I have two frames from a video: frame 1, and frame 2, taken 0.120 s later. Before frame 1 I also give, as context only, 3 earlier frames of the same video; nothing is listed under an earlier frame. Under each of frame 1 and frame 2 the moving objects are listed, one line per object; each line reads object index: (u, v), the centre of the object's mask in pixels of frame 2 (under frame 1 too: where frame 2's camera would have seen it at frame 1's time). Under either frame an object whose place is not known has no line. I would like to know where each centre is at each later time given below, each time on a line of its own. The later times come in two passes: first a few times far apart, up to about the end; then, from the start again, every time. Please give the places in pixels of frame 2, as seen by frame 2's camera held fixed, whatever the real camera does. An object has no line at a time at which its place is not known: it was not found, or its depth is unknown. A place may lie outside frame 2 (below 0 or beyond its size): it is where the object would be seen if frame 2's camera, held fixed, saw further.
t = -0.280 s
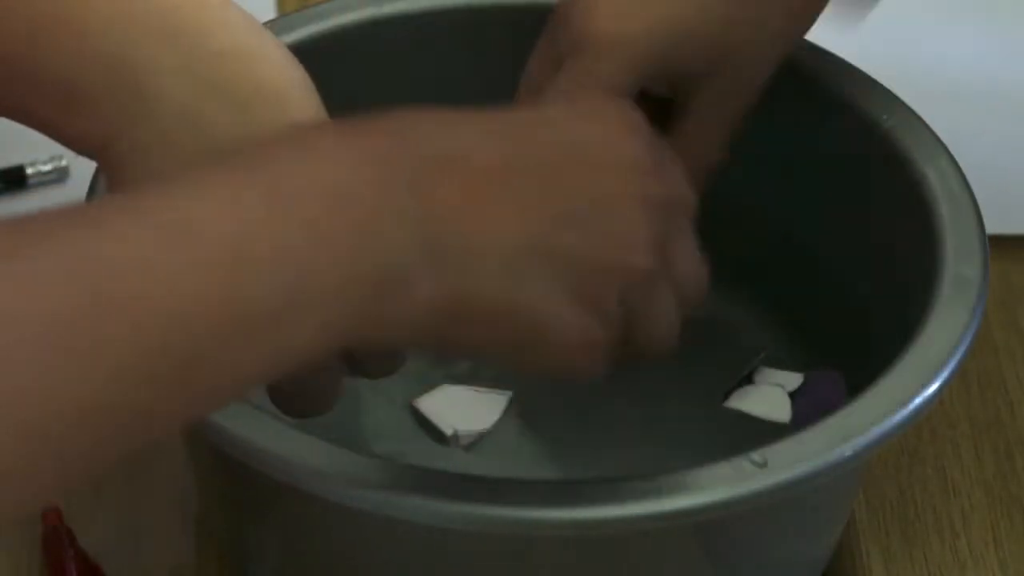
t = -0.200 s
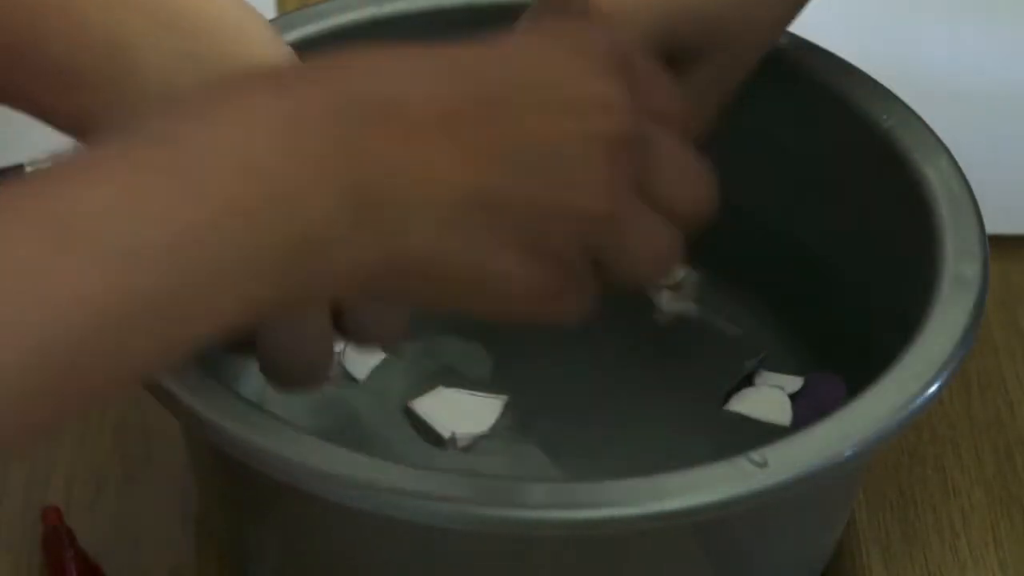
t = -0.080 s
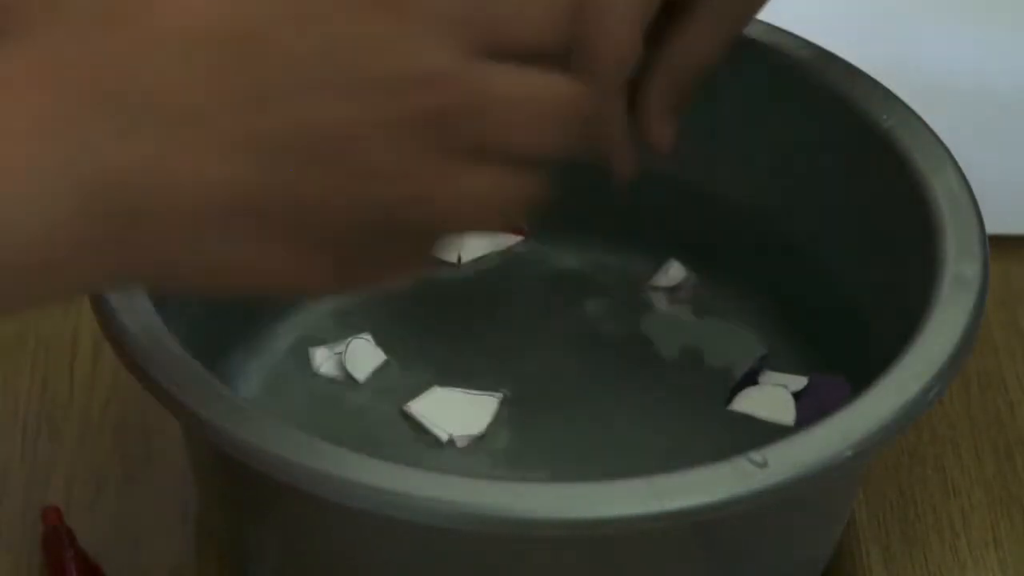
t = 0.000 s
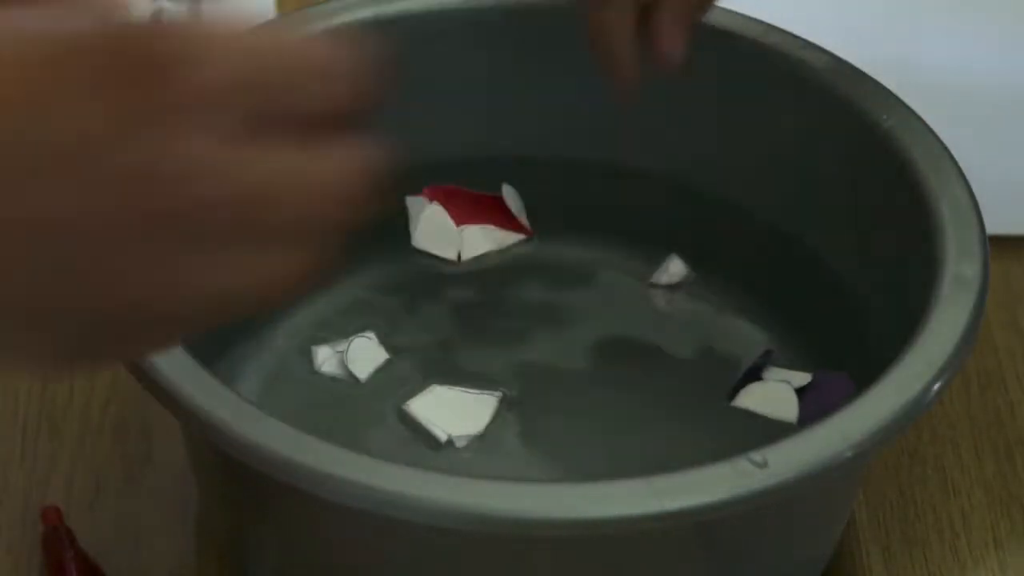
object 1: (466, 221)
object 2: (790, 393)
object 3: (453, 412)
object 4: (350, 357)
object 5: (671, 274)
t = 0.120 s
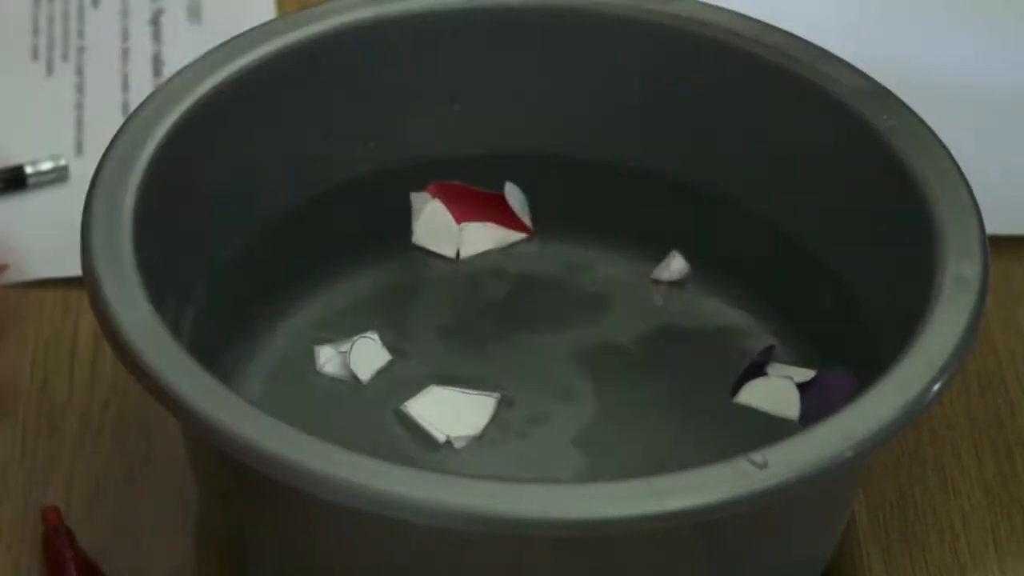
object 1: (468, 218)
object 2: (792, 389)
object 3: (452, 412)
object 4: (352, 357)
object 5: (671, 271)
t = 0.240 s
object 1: (466, 223)
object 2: (791, 391)
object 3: (447, 413)
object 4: (352, 359)
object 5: (668, 275)
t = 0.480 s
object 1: (464, 224)
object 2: (795, 388)
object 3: (440, 413)
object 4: (353, 360)
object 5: (662, 279)
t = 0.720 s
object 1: (470, 222)
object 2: (803, 381)
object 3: (440, 414)
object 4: (359, 361)
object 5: (659, 275)
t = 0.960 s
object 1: (465, 230)
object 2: (801, 384)
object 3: (432, 416)
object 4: (356, 366)
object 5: (650, 284)
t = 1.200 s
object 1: (471, 220)
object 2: (804, 375)
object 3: (432, 415)
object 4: (363, 361)
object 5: (651, 271)
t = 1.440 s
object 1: (466, 231)
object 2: (801, 379)
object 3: (428, 418)
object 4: (362, 371)
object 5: (643, 281)
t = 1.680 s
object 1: (468, 224)
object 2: (803, 376)
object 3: (425, 417)
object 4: (367, 369)
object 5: (639, 275)
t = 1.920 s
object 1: (468, 230)
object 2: (804, 376)
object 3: (425, 422)
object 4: (372, 376)
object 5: (638, 279)
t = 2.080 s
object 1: (463, 230)
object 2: (803, 377)
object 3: (421, 418)
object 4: (369, 374)
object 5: (632, 283)
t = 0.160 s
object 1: (467, 218)
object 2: (792, 389)
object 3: (451, 412)
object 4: (353, 358)
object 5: (671, 272)
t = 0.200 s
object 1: (467, 220)
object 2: (792, 390)
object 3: (449, 412)
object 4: (353, 358)
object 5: (669, 271)
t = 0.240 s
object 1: (466, 223)
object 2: (791, 391)
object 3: (447, 413)
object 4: (352, 359)
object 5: (668, 275)
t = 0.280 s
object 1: (465, 225)
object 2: (790, 391)
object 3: (445, 415)
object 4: (352, 361)
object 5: (666, 280)
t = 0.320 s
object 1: (464, 226)
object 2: (790, 392)
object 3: (444, 415)
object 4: (351, 362)
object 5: (665, 280)
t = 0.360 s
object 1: (463, 227)
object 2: (790, 392)
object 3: (443, 415)
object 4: (350, 362)
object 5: (664, 281)
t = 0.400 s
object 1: (463, 227)
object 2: (791, 392)
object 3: (442, 414)
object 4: (350, 362)
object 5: (662, 282)
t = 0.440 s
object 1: (463, 226)
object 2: (792, 390)
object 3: (441, 414)
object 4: (351, 362)
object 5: (662, 281)
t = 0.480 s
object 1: (464, 224)
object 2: (795, 388)
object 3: (440, 413)
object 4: (353, 360)
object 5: (662, 279)
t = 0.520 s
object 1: (466, 222)
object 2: (798, 386)
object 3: (440, 412)
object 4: (354, 358)
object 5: (660, 278)
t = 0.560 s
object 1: (468, 220)
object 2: (800, 384)
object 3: (439, 412)
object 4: (355, 357)
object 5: (659, 275)
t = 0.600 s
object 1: (470, 219)
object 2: (800, 382)
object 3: (439, 413)
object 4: (356, 357)
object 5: (658, 273)
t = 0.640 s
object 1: (470, 218)
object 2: (801, 381)
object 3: (439, 414)
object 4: (358, 358)
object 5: (659, 271)
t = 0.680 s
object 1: (470, 219)
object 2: (802, 380)
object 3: (440, 414)
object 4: (359, 359)
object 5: (659, 273)
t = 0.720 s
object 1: (470, 222)
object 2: (803, 381)
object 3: (440, 414)
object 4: (359, 361)
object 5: (659, 275)
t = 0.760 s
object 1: (469, 225)
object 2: (802, 381)
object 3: (438, 414)
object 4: (359, 363)
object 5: (657, 278)
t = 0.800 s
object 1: (469, 227)
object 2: (802, 382)
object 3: (437, 415)
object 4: (358, 363)
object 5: (657, 278)
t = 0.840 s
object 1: (468, 229)
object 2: (802, 383)
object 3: (435, 416)
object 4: (357, 365)
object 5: (655, 280)
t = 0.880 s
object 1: (466, 230)
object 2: (801, 384)
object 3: (434, 418)
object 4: (356, 366)
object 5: (652, 283)
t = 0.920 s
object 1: (465, 231)
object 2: (801, 384)
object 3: (433, 417)
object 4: (355, 366)
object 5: (651, 284)
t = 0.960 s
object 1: (465, 230)
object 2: (801, 384)
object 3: (432, 416)
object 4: (356, 366)
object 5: (650, 284)
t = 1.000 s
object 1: (465, 227)
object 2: (801, 382)
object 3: (432, 415)
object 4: (357, 364)
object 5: (651, 280)
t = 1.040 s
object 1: (466, 225)
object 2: (802, 380)
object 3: (432, 415)
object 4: (358, 363)
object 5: (651, 278)
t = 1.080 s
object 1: (468, 224)
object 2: (803, 379)
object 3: (432, 415)
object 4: (360, 362)
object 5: (650, 276)
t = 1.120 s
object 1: (469, 222)
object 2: (803, 377)
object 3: (432, 415)
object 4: (361, 361)
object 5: (650, 274)
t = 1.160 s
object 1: (470, 221)
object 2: (804, 376)
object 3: (432, 415)
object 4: (362, 361)
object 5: (651, 271)
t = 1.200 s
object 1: (471, 220)
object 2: (804, 375)
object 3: (432, 415)
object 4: (363, 361)
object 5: (651, 271)
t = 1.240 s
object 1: (471, 220)
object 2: (804, 375)
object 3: (433, 414)
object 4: (364, 363)
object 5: (651, 271)
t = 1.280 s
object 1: (470, 223)
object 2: (804, 375)
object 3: (432, 415)
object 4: (364, 364)
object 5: (648, 274)
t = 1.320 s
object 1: (470, 225)
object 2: (804, 376)
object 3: (432, 417)
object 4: (364, 366)
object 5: (650, 274)
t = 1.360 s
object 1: (469, 227)
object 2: (803, 377)
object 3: (431, 418)
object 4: (363, 367)
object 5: (646, 278)
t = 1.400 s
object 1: (468, 229)
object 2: (802, 378)
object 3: (430, 418)
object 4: (363, 369)
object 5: (644, 280)
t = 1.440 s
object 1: (466, 231)
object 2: (801, 379)
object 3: (428, 418)
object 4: (362, 371)
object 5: (643, 281)
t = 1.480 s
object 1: (464, 231)
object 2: (801, 379)
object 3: (427, 418)
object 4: (361, 371)
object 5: (643, 282)
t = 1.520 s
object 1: (463, 230)
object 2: (801, 379)
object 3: (427, 418)
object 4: (361, 371)
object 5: (642, 283)
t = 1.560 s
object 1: (464, 229)
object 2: (802, 379)
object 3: (426, 417)
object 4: (362, 370)
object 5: (641, 282)
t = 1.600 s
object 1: (465, 228)
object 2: (802, 378)
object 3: (425, 416)
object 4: (363, 369)
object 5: (639, 280)
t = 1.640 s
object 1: (467, 226)
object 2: (803, 377)
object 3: (424, 417)
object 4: (365, 369)
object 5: (639, 276)
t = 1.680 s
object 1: (468, 224)
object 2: (803, 376)
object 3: (425, 417)
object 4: (367, 369)
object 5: (639, 275)
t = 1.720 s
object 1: (468, 223)
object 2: (804, 375)
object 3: (426, 417)
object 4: (370, 370)
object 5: (641, 274)
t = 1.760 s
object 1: (469, 223)
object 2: (805, 374)
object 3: (428, 416)
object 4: (371, 372)
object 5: (641, 274)
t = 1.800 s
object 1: (470, 223)
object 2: (805, 374)
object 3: (427, 416)
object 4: (372, 373)
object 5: (640, 276)
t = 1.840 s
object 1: (470, 225)
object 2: (805, 374)
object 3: (427, 418)
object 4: (373, 374)
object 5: (640, 276)
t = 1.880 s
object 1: (470, 228)
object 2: (805, 375)
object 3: (427, 419)
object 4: (373, 375)
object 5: (639, 277)
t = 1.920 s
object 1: (468, 230)
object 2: (804, 376)
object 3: (425, 422)
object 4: (372, 376)
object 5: (638, 279)
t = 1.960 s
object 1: (466, 232)
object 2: (803, 377)
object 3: (425, 420)
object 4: (371, 376)
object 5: (637, 280)
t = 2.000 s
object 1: (465, 231)
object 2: (803, 377)
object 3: (423, 419)
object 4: (370, 376)
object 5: (635, 282)
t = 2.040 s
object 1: (463, 231)
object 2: (802, 377)
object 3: (422, 418)
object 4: (369, 375)
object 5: (633, 282)
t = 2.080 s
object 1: (463, 230)
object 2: (803, 377)
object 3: (421, 418)
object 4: (369, 374)
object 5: (632, 283)
